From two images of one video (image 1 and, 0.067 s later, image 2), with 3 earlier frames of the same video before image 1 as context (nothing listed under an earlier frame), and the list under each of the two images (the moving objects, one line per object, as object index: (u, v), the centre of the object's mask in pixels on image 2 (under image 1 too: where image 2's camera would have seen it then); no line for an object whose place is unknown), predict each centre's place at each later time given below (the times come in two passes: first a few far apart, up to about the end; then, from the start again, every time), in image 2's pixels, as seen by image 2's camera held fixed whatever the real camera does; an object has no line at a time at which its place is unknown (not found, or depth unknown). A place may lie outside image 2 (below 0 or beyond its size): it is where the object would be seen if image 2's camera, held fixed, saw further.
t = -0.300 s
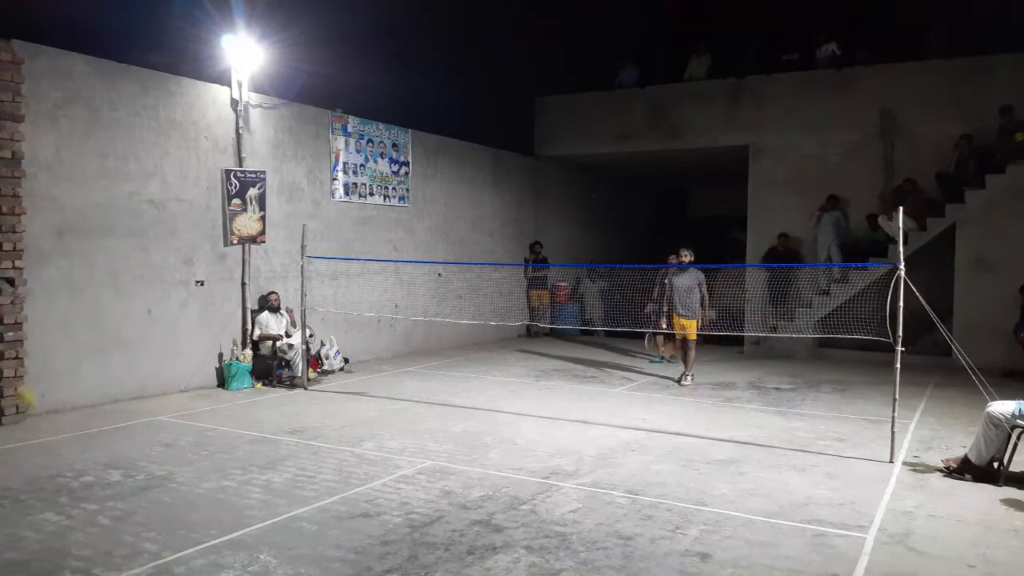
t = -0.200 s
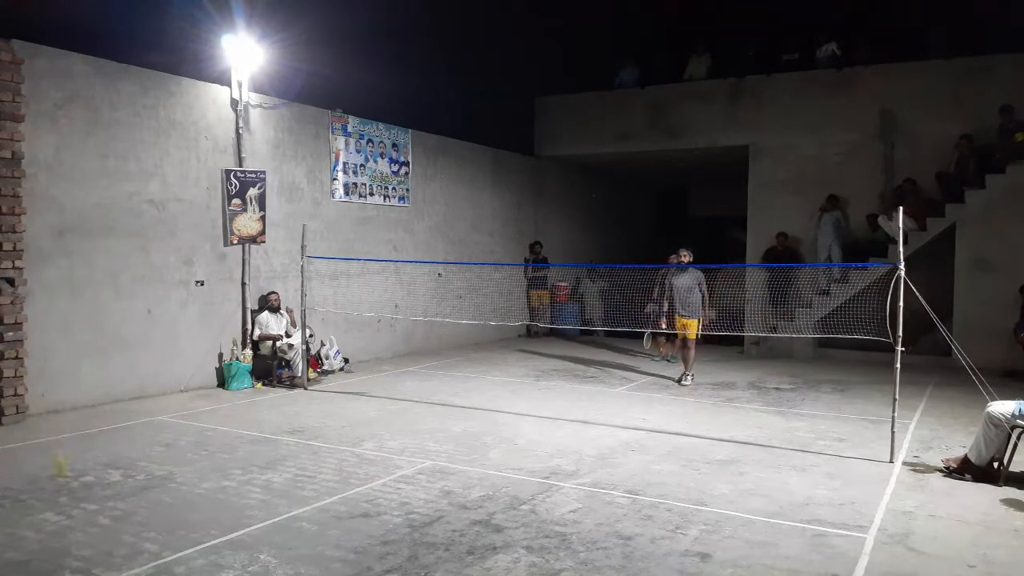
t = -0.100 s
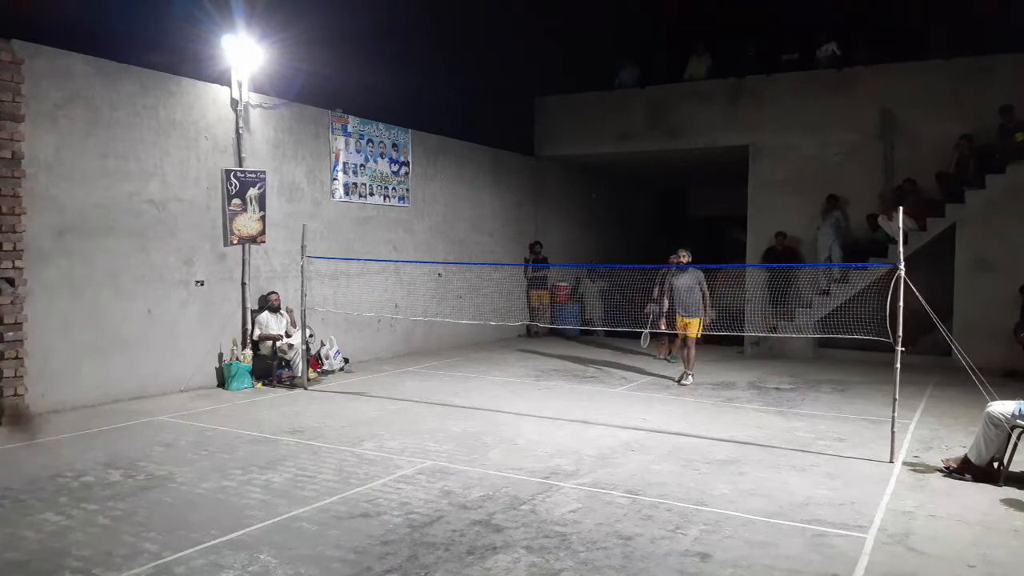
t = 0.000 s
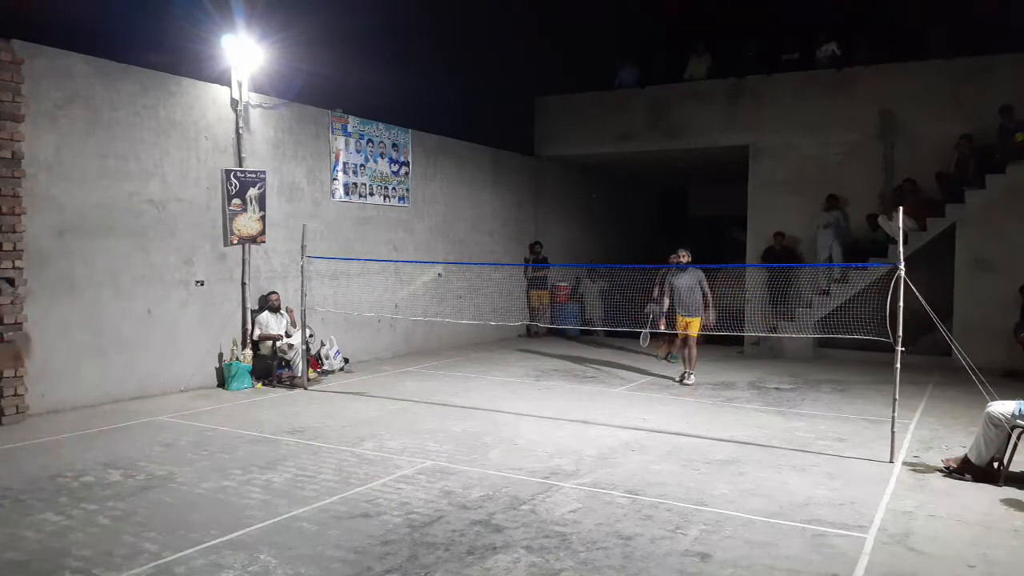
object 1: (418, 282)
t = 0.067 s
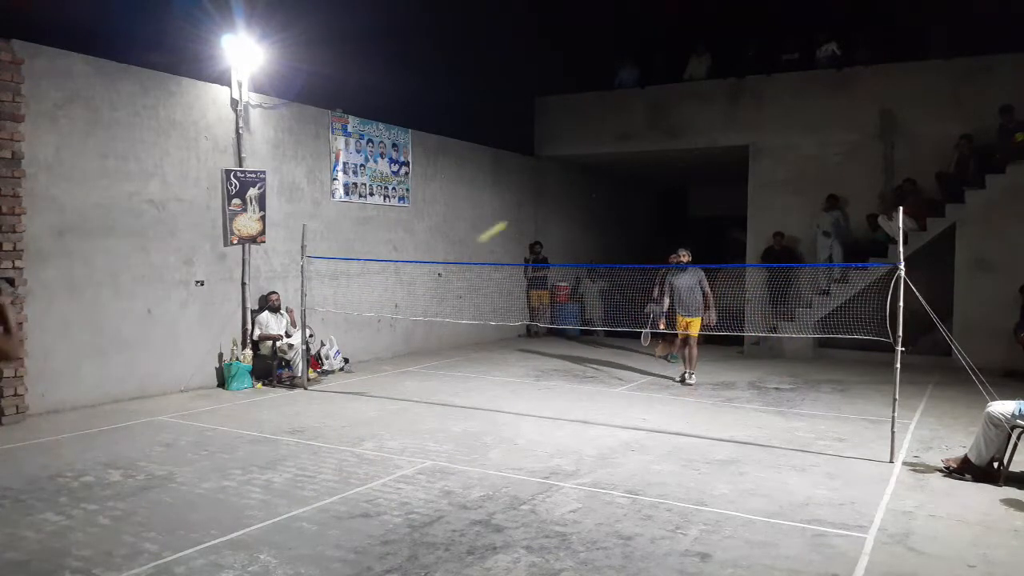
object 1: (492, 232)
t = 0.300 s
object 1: (599, 185)
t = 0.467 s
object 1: (635, 196)
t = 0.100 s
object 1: (516, 216)
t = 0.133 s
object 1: (536, 205)
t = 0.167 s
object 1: (553, 197)
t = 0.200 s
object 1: (567, 192)
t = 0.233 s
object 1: (580, 187)
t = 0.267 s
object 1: (590, 185)
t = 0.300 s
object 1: (599, 185)
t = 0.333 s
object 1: (608, 185)
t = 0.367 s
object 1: (616, 186)
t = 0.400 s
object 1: (623, 188)
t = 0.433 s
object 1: (629, 192)
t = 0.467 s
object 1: (635, 196)
